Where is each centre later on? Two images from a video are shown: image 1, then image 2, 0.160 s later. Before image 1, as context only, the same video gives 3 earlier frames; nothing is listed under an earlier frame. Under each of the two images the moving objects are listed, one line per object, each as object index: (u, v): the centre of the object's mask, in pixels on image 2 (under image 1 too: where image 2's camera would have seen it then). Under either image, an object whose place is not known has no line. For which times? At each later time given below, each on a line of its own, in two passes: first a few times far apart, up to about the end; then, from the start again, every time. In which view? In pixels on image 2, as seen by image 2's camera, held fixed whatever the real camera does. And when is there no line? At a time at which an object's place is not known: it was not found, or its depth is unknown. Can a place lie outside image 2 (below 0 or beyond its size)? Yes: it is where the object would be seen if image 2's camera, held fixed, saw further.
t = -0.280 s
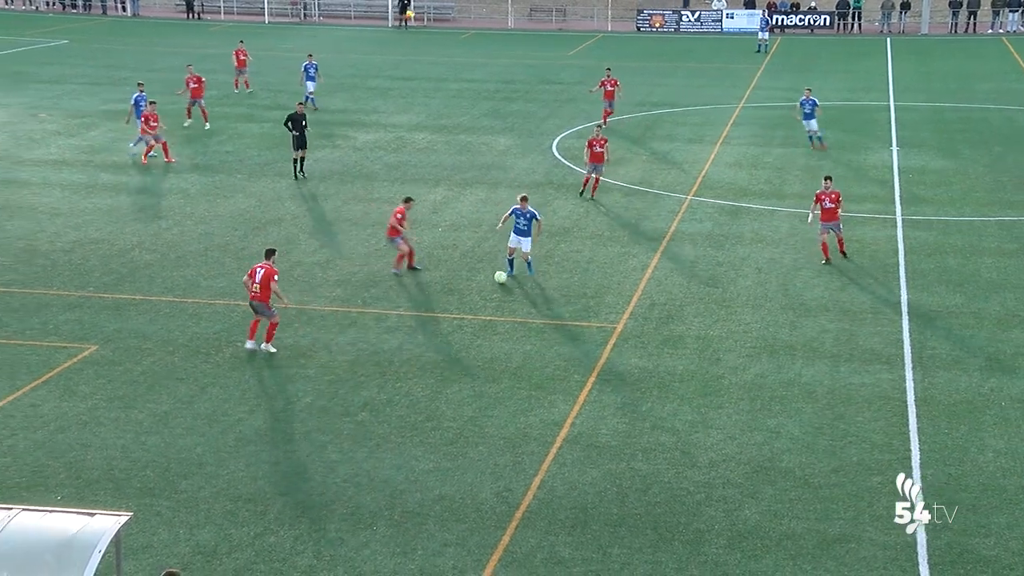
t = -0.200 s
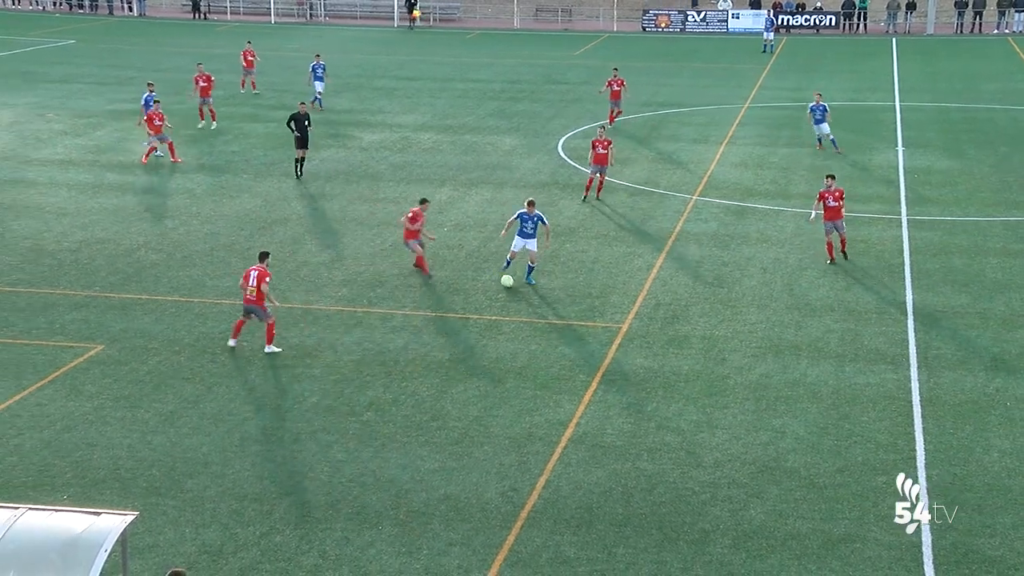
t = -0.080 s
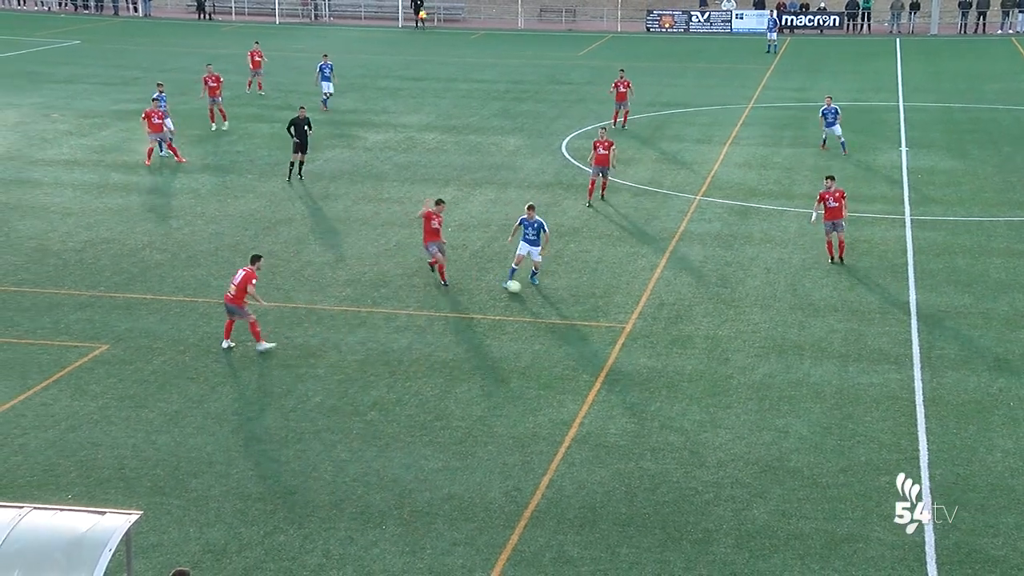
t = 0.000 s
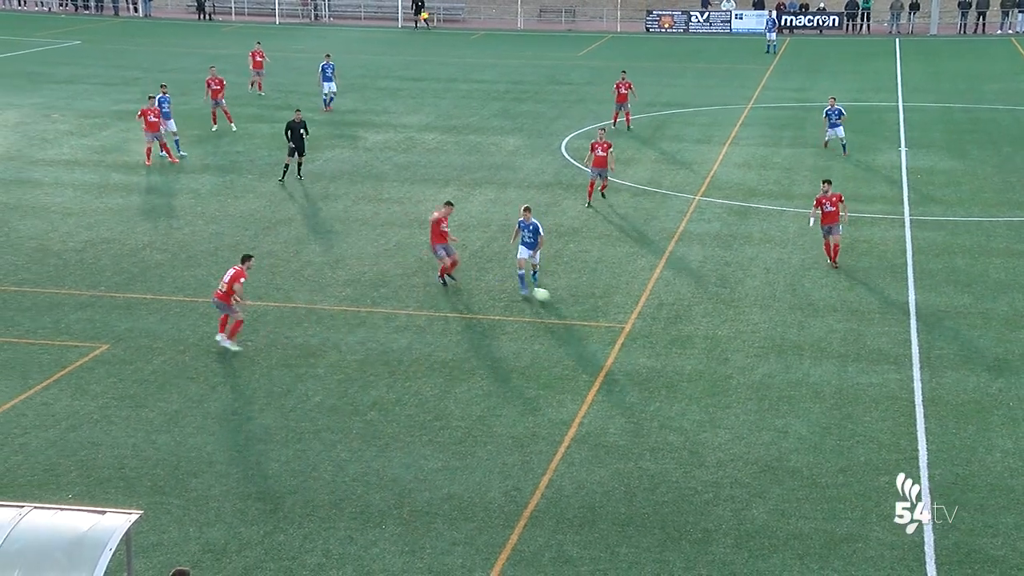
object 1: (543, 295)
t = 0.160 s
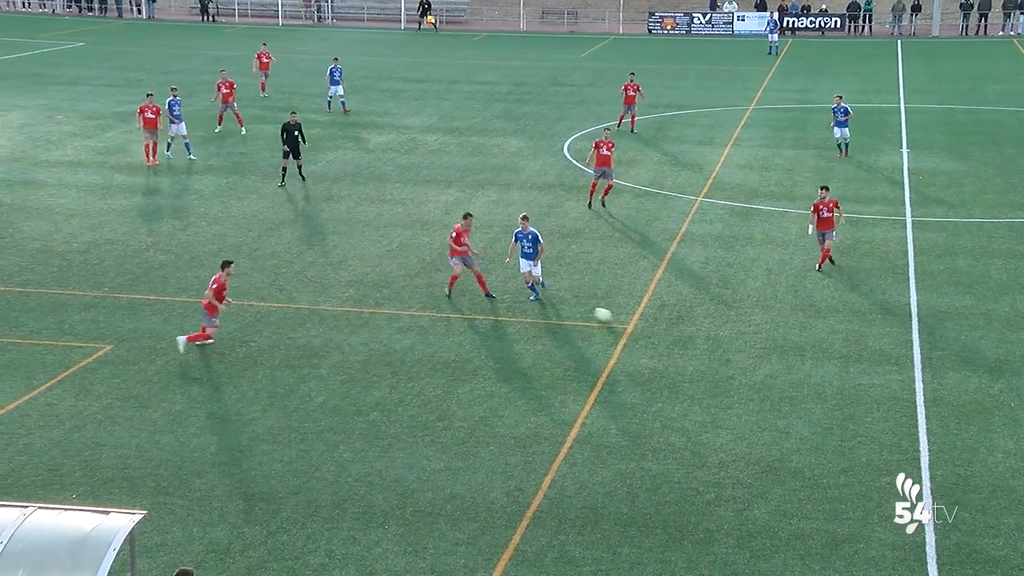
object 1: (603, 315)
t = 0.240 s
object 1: (632, 323)
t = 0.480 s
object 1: (721, 353)
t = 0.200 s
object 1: (618, 320)
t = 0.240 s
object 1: (632, 323)
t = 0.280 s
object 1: (647, 328)
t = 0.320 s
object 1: (662, 334)
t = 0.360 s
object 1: (677, 339)
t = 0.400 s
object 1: (692, 343)
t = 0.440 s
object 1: (706, 348)
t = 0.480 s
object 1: (721, 353)
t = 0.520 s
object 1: (735, 357)
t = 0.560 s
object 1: (750, 362)
